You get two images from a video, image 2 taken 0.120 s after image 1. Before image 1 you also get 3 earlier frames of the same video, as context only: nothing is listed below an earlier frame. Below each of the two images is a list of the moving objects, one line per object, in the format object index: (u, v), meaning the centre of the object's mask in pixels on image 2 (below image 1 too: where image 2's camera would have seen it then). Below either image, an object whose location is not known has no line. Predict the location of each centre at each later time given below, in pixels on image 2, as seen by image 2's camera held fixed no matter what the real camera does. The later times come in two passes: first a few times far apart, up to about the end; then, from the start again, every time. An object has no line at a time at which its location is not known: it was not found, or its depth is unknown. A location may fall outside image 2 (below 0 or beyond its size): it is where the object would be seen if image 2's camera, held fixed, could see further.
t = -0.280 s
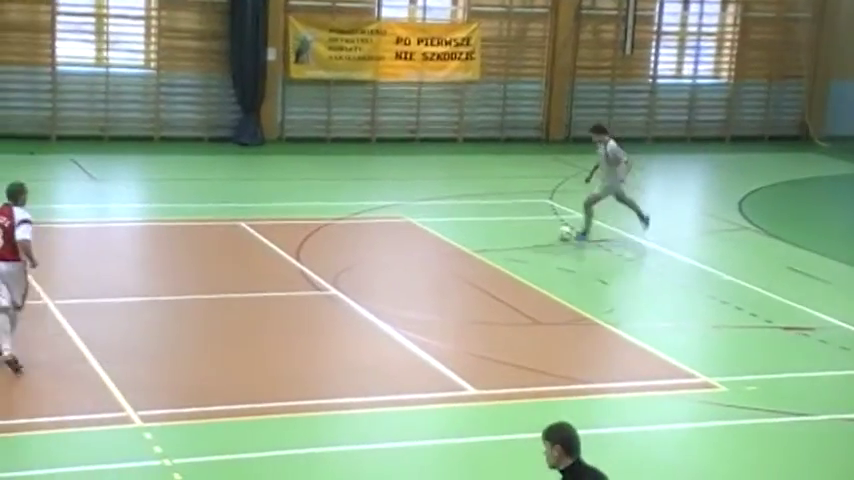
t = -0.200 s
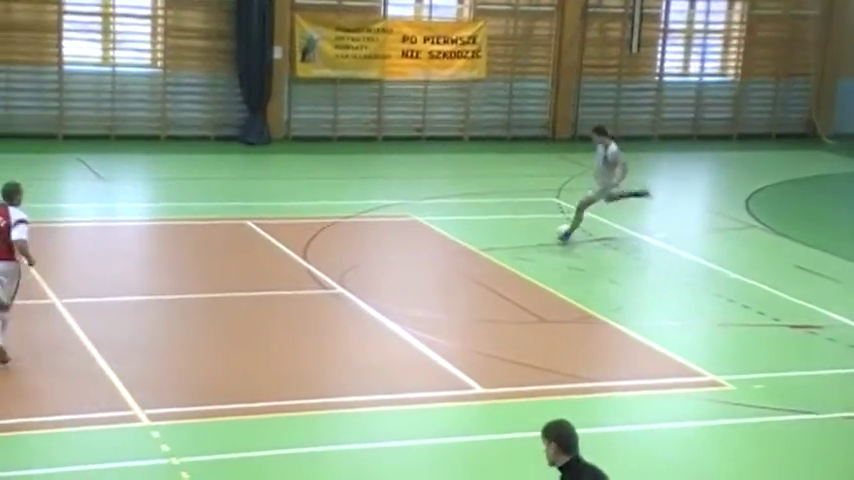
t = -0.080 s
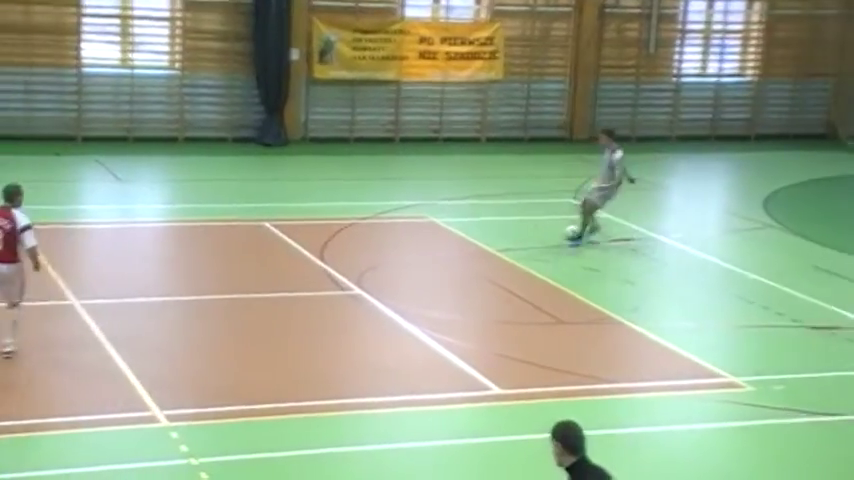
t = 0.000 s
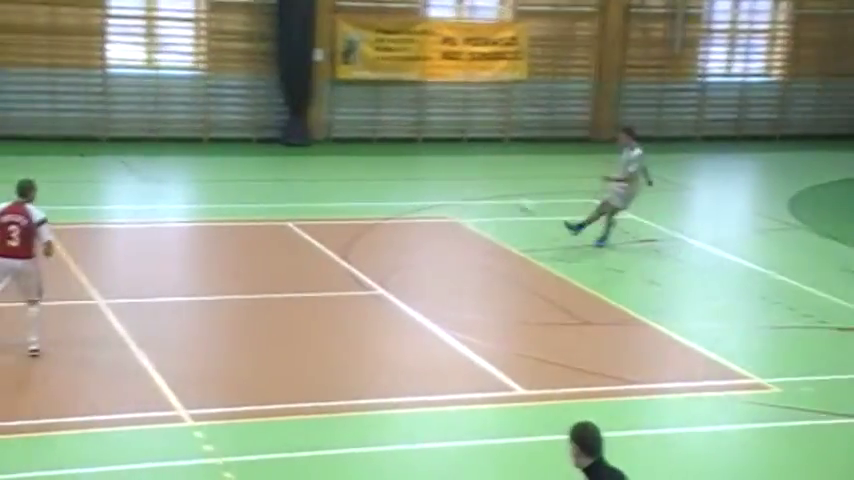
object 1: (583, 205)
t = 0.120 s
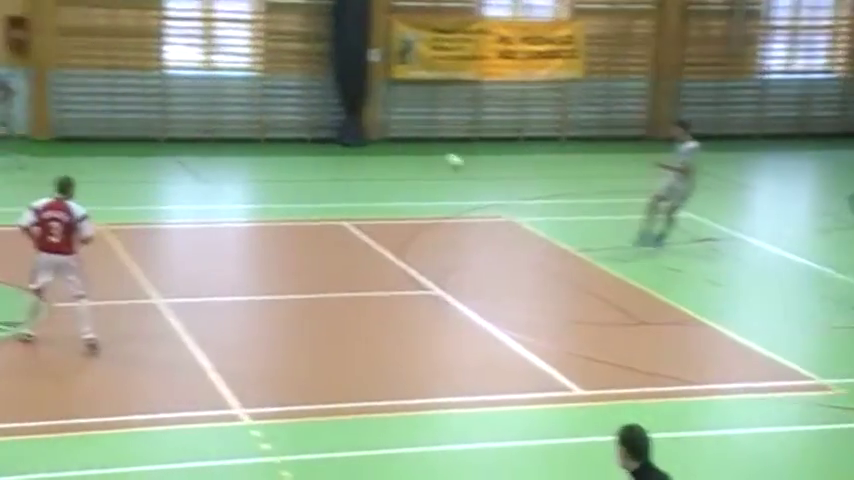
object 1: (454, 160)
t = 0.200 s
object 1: (368, 136)
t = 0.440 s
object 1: (94, 73)
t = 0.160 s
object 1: (411, 147)
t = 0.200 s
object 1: (368, 136)
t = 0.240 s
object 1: (324, 123)
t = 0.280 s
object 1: (280, 111)
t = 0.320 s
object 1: (234, 100)
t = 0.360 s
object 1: (190, 90)
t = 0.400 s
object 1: (142, 81)
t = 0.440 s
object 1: (94, 73)
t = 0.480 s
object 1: (46, 66)
